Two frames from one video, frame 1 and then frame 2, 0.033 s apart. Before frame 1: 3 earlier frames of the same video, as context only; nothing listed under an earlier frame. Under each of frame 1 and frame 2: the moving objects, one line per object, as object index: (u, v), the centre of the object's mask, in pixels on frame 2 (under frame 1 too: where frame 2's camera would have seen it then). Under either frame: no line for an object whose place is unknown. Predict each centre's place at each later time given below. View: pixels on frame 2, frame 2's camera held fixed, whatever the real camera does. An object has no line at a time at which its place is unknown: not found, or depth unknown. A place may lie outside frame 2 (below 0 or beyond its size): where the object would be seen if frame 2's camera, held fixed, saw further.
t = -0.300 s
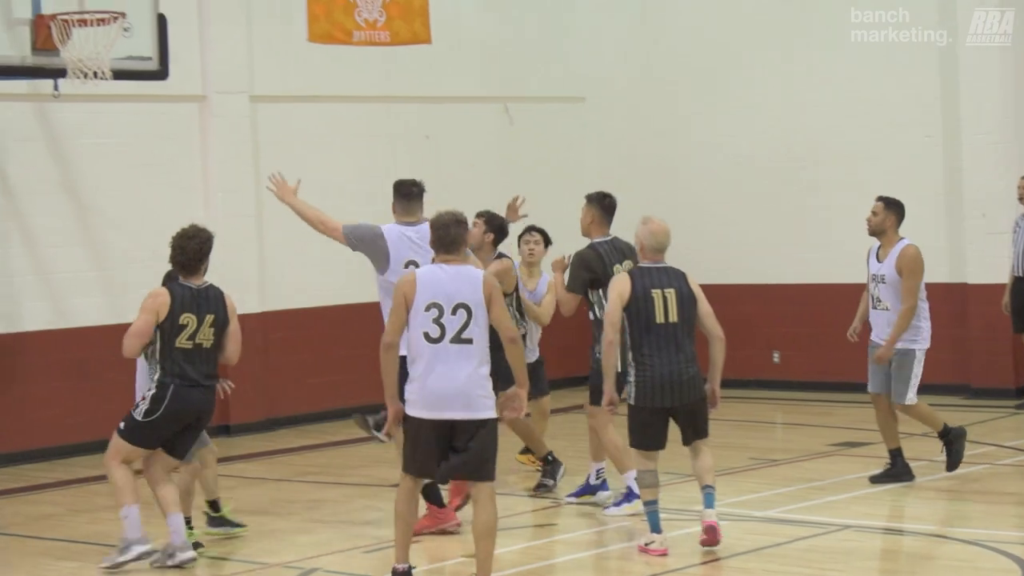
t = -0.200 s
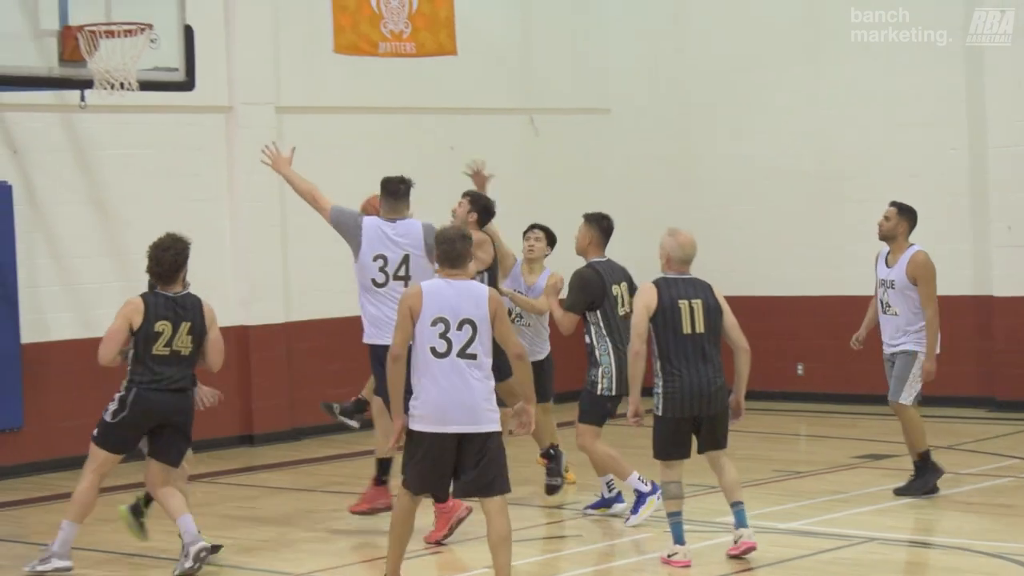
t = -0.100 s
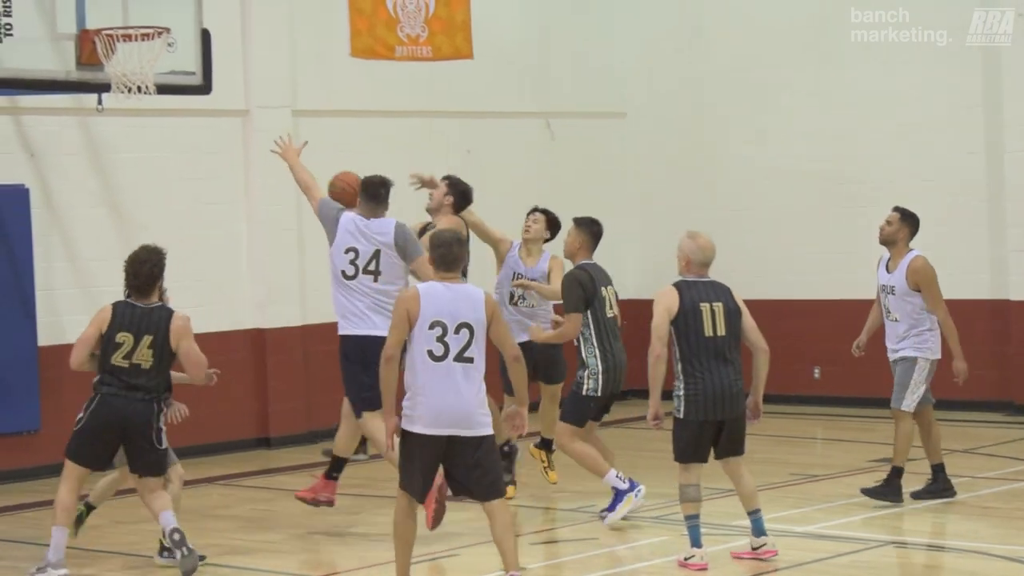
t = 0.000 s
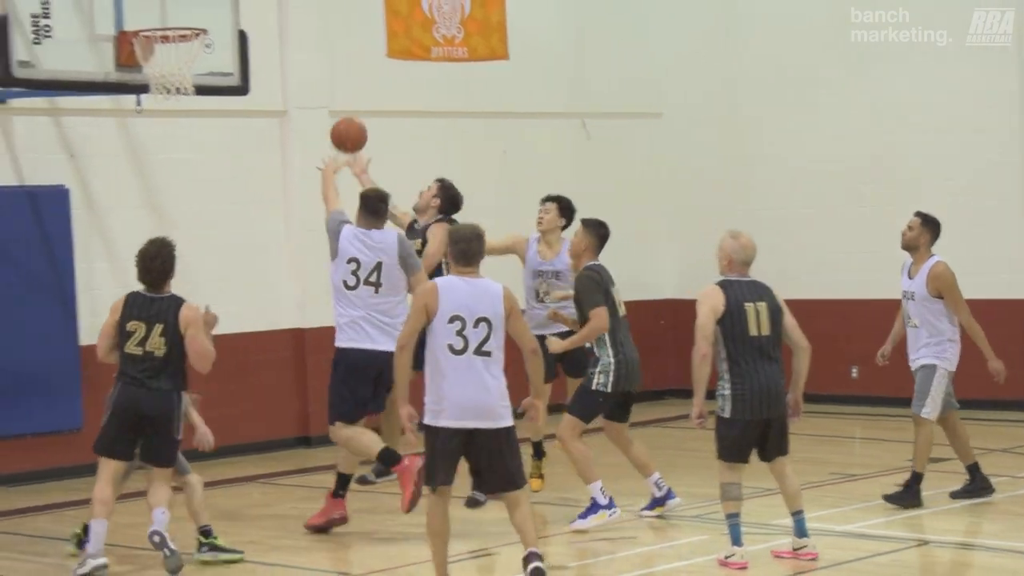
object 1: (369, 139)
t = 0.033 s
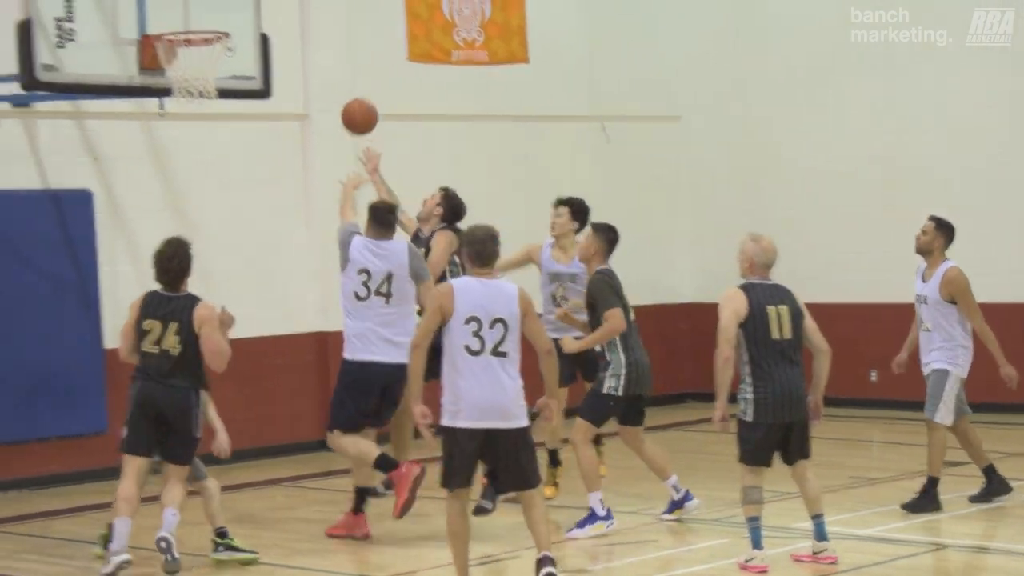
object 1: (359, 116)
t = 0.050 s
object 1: (354, 106)
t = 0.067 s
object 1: (348, 95)
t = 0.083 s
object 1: (343, 86)
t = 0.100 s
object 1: (338, 76)
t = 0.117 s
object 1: (332, 67)
